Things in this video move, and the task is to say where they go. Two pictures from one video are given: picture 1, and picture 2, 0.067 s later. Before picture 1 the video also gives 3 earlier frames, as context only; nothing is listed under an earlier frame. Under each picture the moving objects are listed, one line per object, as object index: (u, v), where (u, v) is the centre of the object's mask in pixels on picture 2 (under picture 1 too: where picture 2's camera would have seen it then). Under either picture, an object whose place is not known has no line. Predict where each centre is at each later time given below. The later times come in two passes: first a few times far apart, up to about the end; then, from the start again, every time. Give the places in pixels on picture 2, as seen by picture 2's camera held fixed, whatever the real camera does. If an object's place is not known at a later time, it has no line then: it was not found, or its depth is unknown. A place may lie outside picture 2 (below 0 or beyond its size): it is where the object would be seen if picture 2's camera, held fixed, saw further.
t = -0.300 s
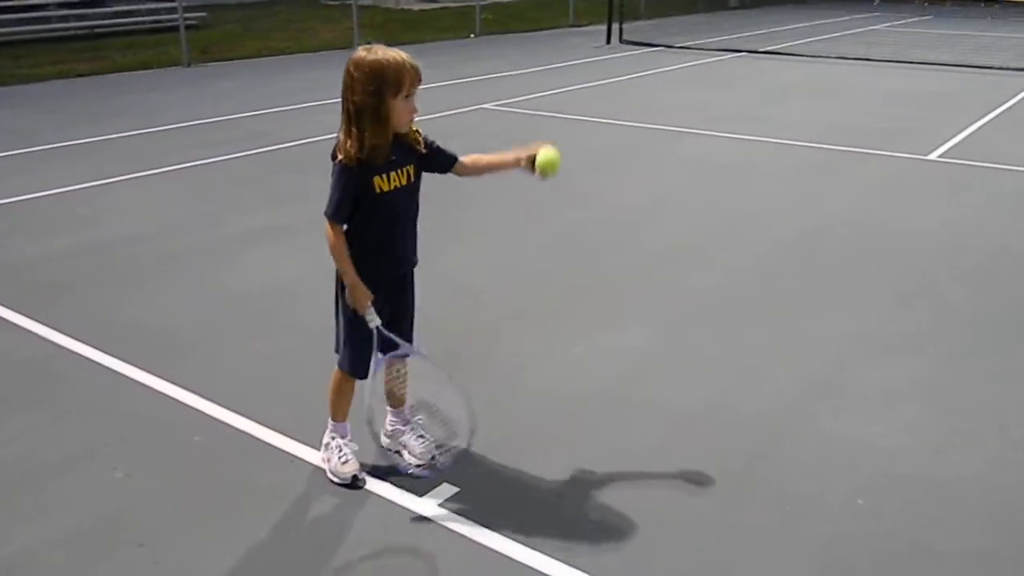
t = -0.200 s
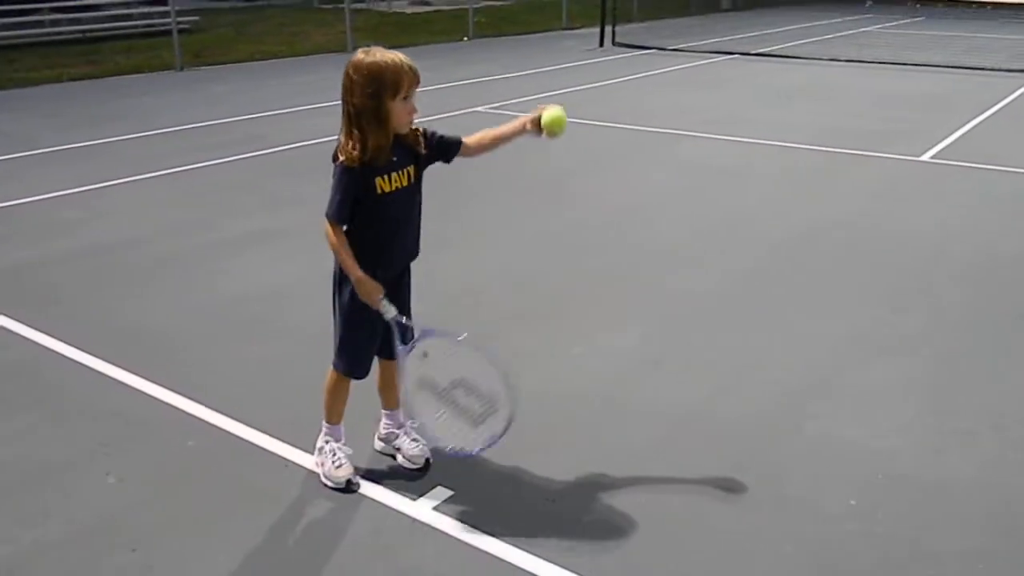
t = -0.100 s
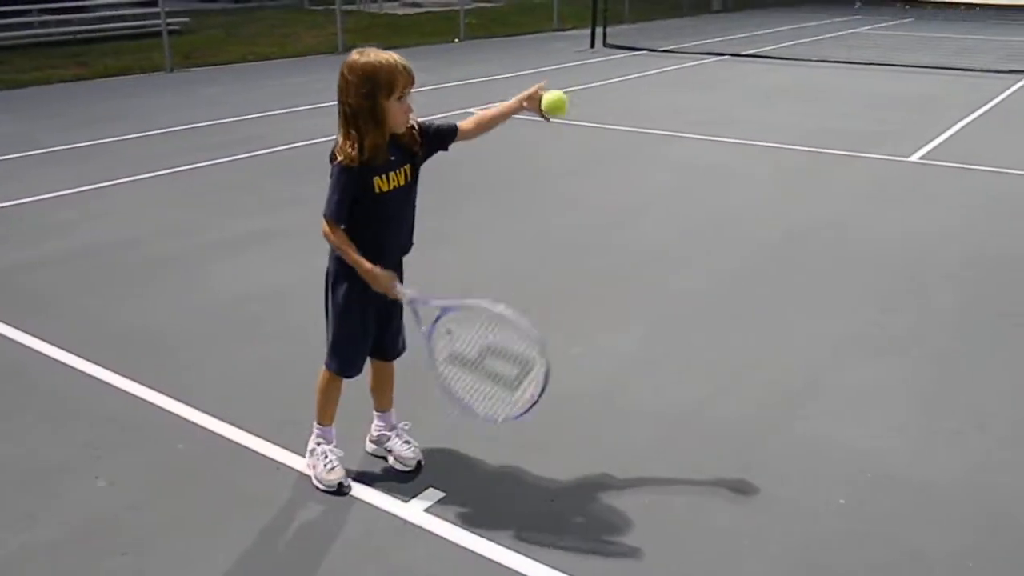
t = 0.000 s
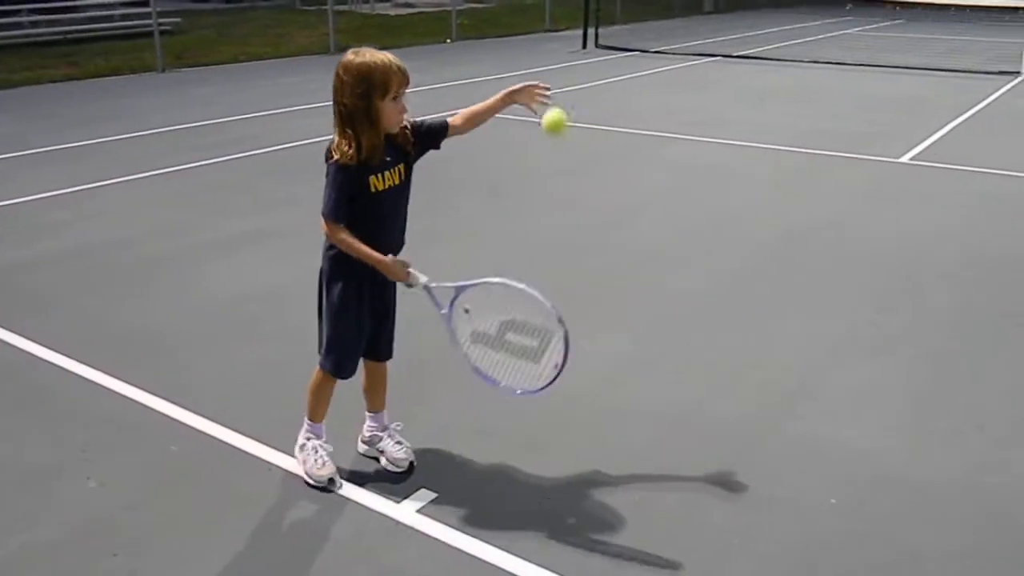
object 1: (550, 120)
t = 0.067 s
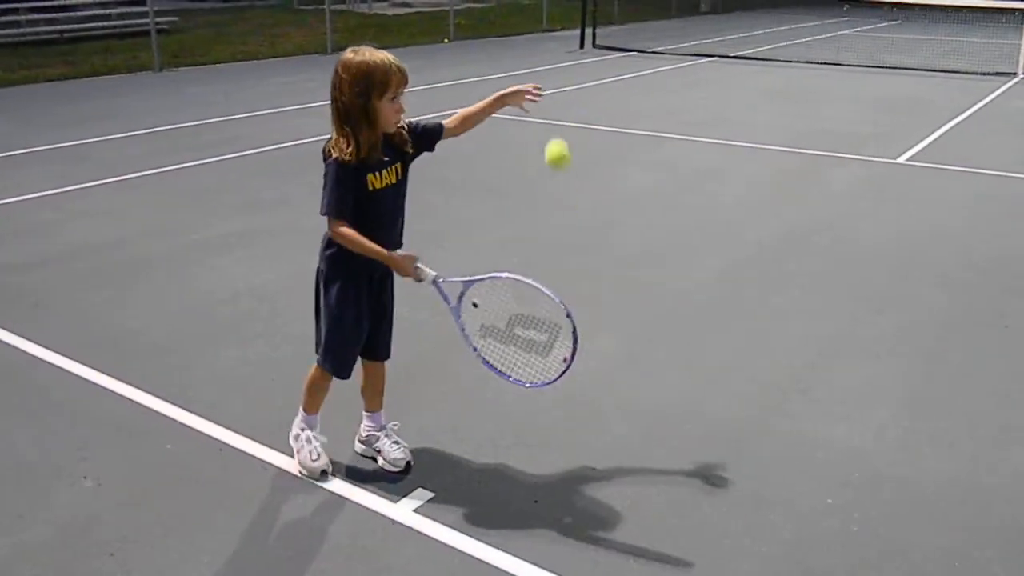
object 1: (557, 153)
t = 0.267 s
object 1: (565, 329)
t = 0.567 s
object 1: (588, 268)
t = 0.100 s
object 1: (559, 174)
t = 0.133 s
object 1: (559, 198)
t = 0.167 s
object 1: (561, 228)
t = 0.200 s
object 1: (563, 258)
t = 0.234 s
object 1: (563, 291)
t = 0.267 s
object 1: (565, 329)
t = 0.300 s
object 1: (566, 367)
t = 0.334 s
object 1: (567, 408)
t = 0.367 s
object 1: (569, 412)
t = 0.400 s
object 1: (573, 380)
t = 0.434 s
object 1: (576, 351)
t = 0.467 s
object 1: (579, 325)
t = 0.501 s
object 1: (582, 301)
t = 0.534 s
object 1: (585, 283)
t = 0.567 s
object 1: (588, 268)
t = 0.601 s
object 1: (590, 255)
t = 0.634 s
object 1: (592, 247)
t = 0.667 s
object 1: (593, 242)
